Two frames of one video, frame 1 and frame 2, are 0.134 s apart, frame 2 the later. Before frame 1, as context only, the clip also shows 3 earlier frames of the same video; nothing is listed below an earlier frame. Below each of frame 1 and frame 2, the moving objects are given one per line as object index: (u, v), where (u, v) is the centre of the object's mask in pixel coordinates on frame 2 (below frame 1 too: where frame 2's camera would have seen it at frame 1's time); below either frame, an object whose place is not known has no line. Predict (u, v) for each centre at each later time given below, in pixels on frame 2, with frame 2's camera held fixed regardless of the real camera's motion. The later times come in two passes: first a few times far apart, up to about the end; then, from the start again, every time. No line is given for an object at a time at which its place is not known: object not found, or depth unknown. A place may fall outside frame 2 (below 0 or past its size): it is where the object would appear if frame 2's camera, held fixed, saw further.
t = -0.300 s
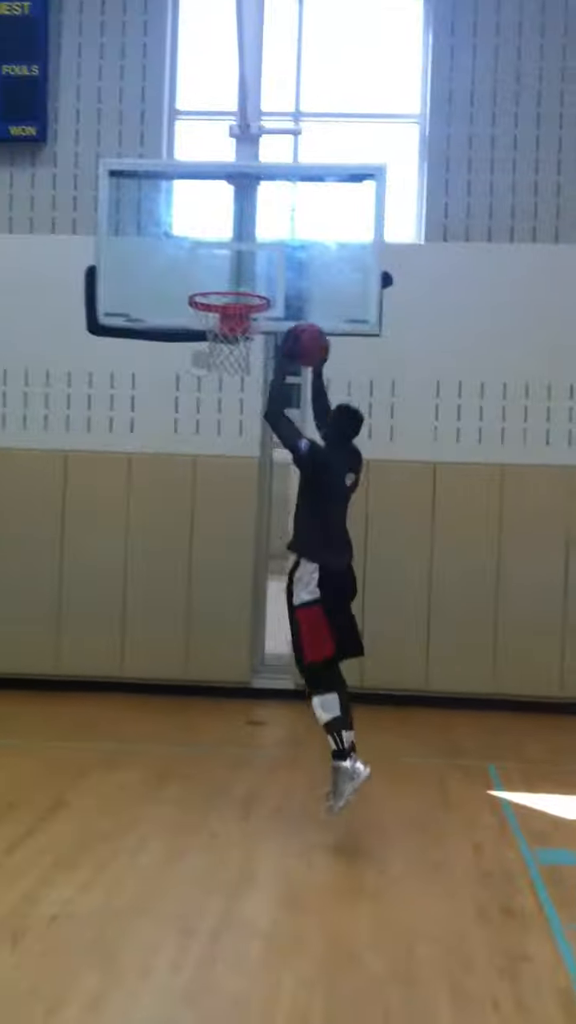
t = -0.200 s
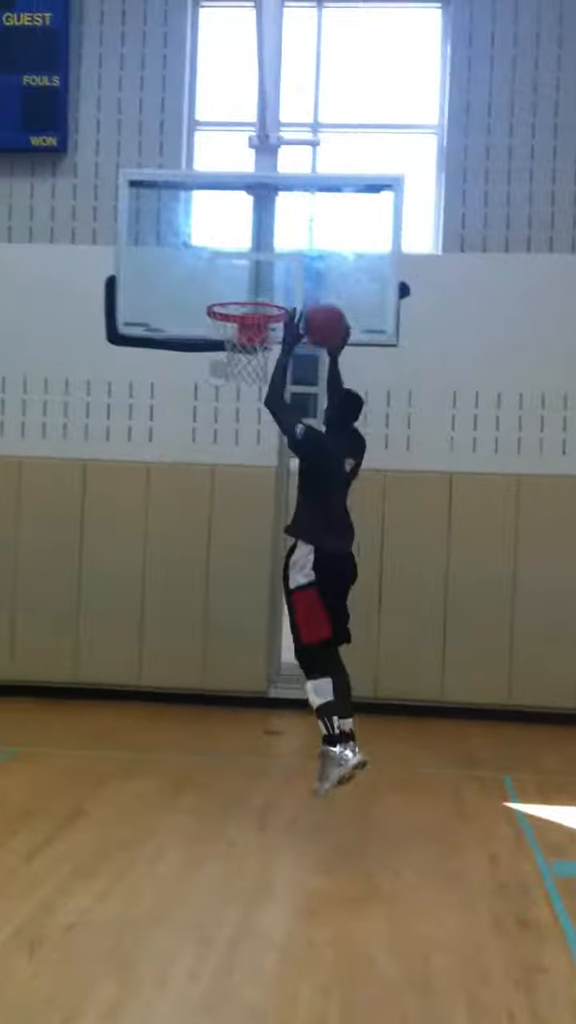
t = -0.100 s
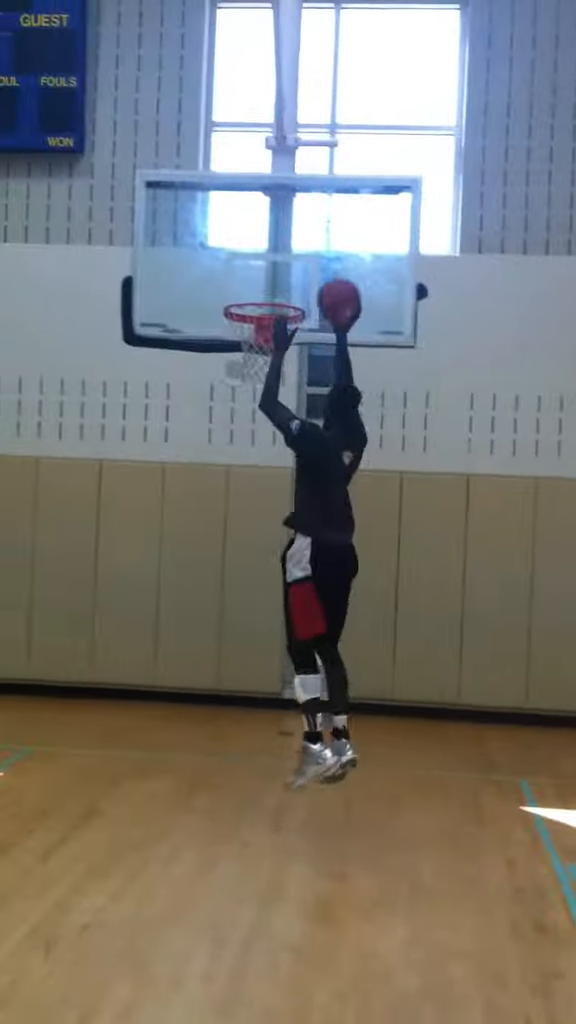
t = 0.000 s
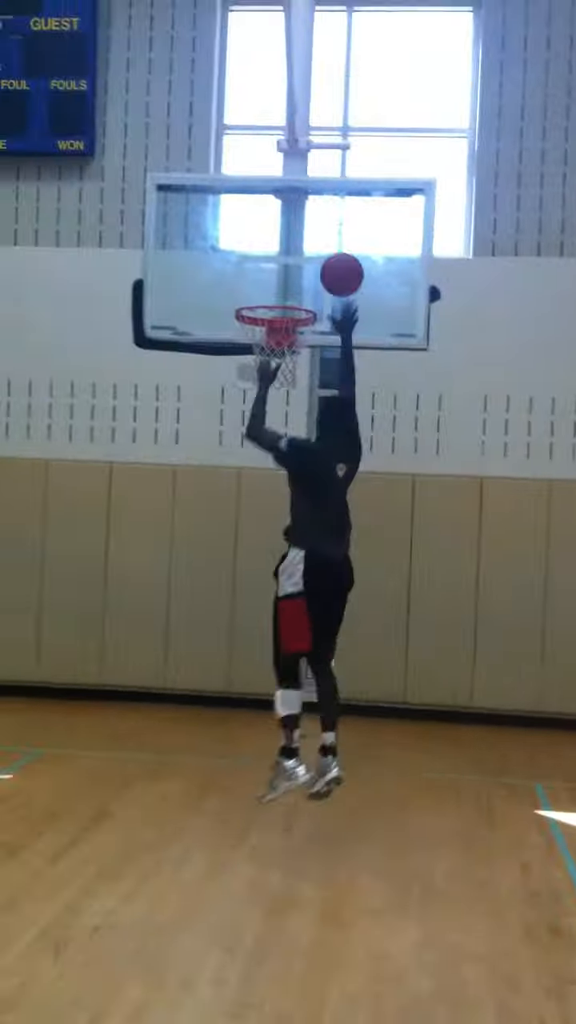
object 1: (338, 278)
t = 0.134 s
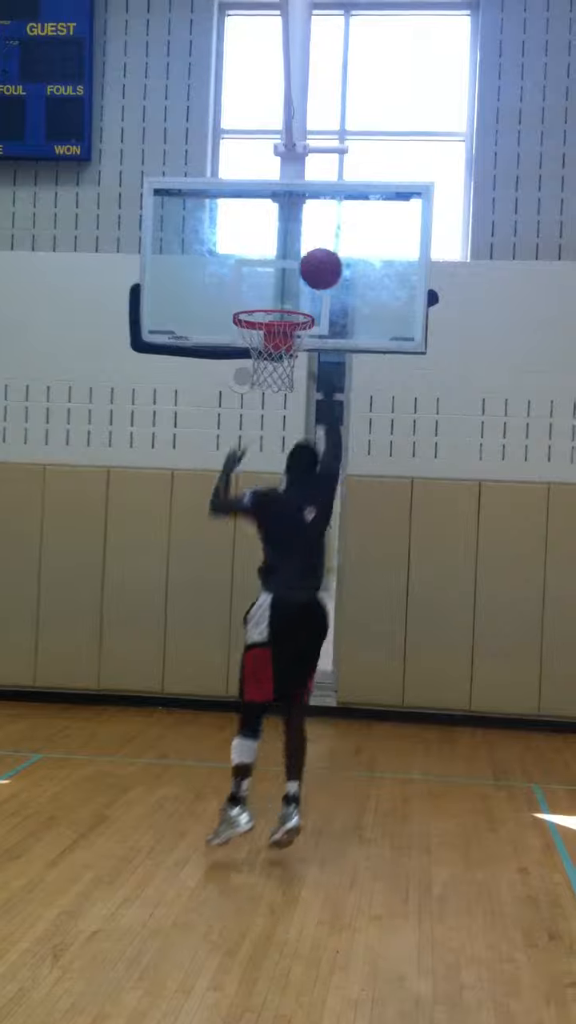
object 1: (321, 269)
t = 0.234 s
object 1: (307, 280)
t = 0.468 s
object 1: (274, 336)
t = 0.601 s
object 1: (264, 361)
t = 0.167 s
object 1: (316, 270)
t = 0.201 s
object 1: (311, 275)
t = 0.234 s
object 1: (307, 280)
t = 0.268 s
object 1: (302, 288)
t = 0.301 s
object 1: (297, 296)
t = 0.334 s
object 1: (292, 301)
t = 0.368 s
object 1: (288, 306)
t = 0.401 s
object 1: (284, 315)
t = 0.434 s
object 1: (278, 328)
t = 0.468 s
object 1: (274, 336)
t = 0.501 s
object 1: (271, 348)
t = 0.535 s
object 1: (267, 356)
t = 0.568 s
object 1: (266, 358)
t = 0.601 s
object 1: (264, 361)
